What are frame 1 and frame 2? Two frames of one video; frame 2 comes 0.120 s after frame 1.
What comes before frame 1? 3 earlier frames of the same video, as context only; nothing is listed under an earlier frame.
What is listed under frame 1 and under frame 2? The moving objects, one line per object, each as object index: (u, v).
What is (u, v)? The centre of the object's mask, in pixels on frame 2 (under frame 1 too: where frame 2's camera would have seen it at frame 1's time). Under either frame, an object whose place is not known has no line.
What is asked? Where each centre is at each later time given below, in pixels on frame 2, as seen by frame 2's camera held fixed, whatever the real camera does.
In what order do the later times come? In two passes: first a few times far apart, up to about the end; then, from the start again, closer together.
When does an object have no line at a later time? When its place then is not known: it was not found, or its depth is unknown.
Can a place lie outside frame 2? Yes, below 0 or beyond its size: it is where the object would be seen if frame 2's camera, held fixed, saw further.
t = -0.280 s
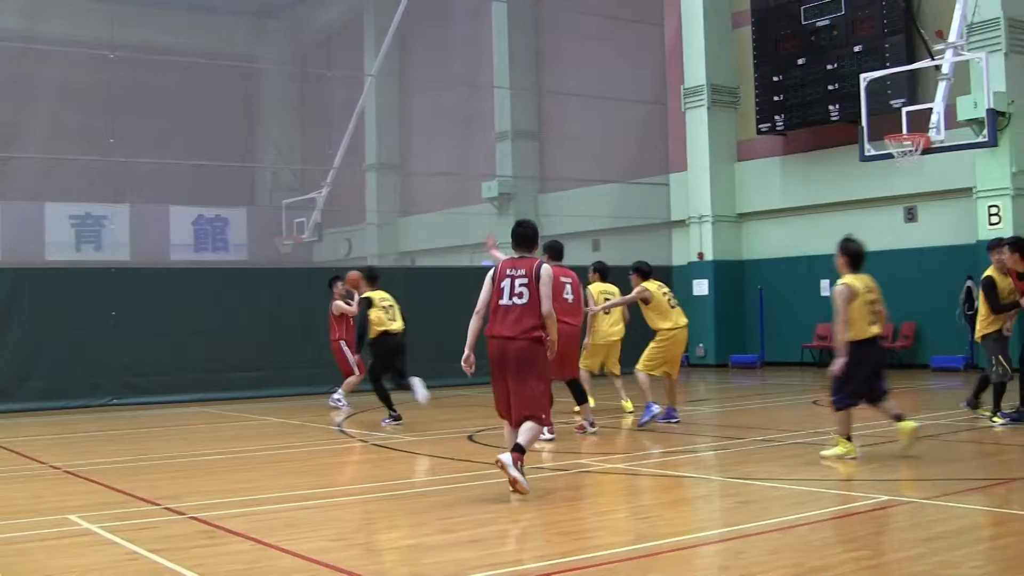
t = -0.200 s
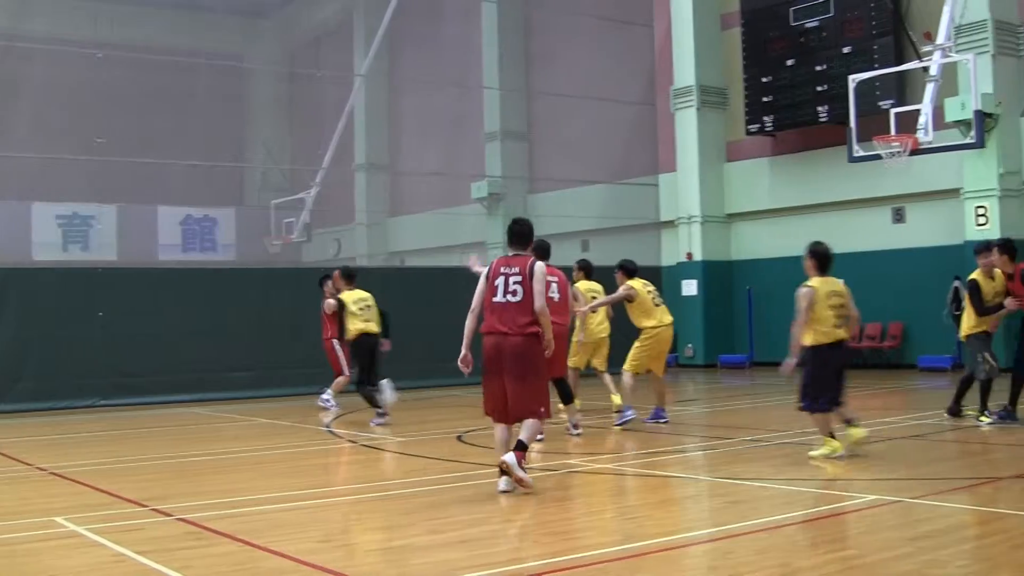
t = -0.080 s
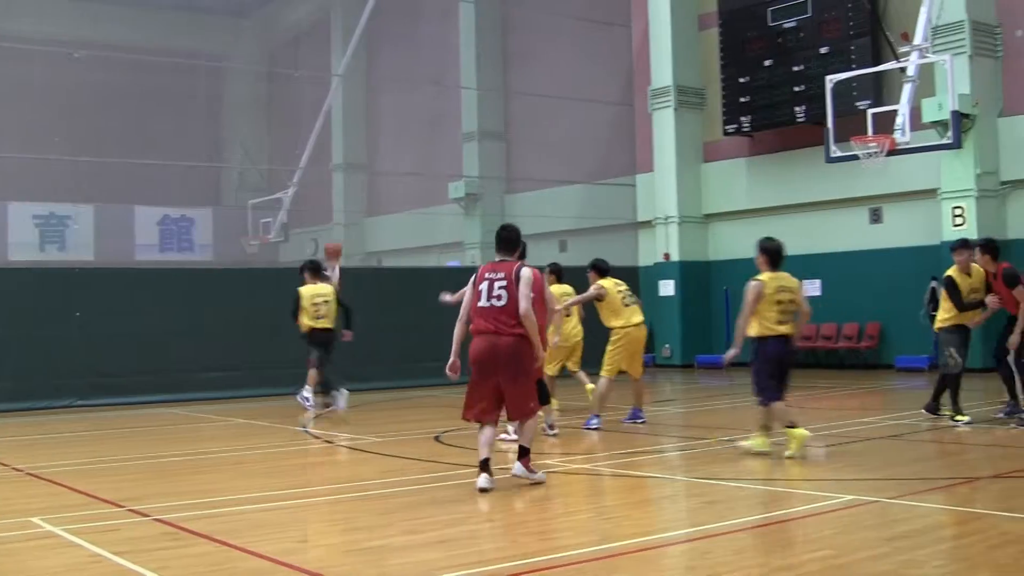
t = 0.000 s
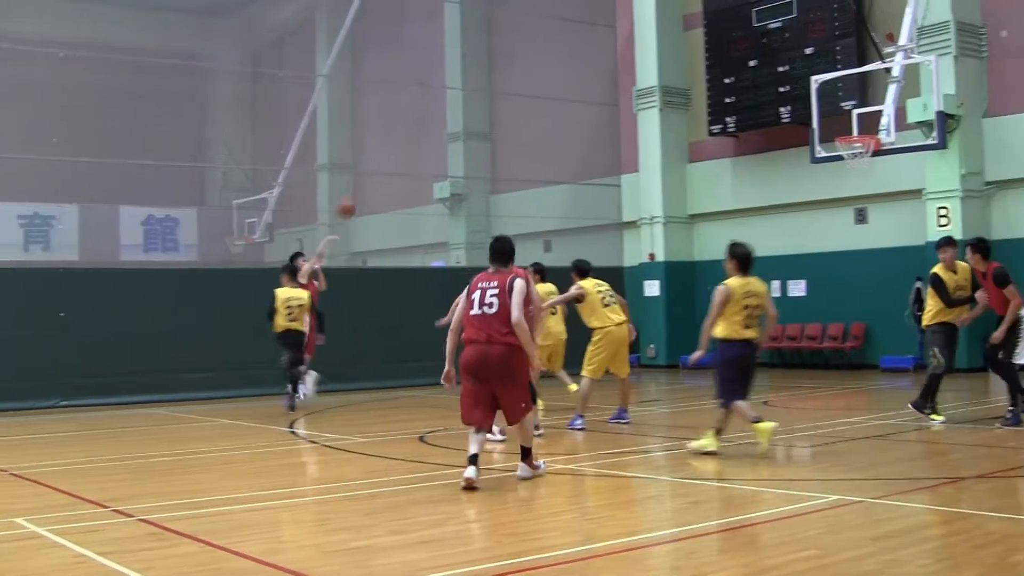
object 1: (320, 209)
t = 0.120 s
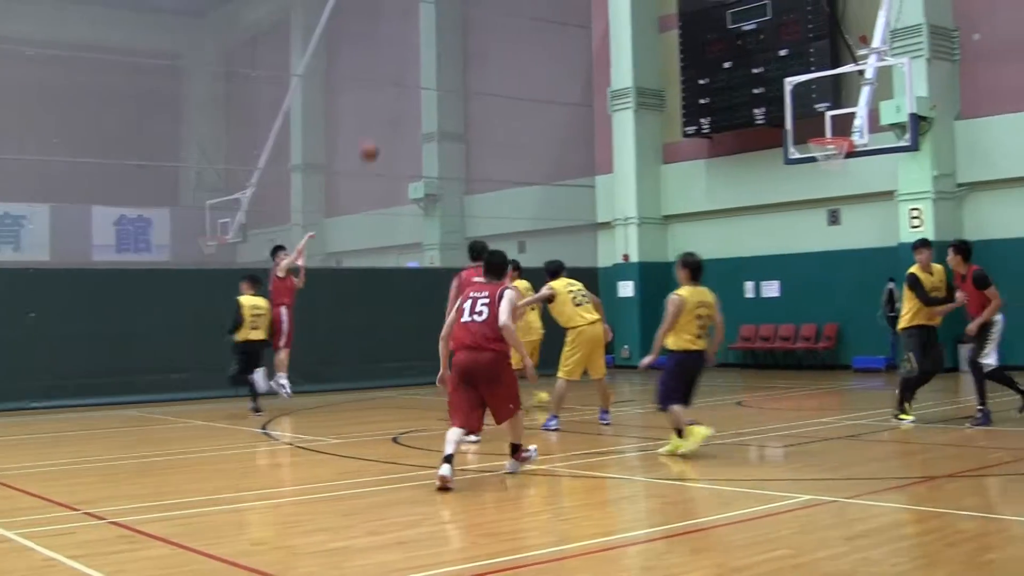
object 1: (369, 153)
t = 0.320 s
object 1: (454, 84)
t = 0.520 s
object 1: (538, 46)
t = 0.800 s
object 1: (655, 38)
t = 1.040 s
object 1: (760, 80)
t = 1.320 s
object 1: (846, 181)
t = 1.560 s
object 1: (848, 303)
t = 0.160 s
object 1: (386, 136)
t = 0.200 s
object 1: (403, 122)
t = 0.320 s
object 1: (454, 84)
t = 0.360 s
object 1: (471, 74)
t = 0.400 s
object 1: (487, 65)
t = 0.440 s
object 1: (504, 57)
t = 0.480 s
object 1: (521, 50)
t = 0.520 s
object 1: (538, 46)
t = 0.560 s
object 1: (554, 42)
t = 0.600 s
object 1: (571, 38)
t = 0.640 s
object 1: (587, 36)
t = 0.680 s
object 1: (605, 34)
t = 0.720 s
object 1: (620, 34)
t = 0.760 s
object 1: (639, 36)
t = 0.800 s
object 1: (655, 38)
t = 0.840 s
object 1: (673, 42)
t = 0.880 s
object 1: (690, 47)
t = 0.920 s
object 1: (707, 53)
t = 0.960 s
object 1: (724, 61)
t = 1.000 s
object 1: (742, 70)
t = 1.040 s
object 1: (760, 80)
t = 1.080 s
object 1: (777, 91)
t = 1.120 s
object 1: (799, 105)
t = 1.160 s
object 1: (814, 119)
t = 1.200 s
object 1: (836, 131)
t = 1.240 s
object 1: (846, 150)
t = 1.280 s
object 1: (845, 165)
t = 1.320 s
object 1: (846, 181)
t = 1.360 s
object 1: (846, 199)
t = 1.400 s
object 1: (847, 218)
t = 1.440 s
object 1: (847, 238)
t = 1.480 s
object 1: (847, 259)
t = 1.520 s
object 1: (848, 281)
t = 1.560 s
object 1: (848, 303)
